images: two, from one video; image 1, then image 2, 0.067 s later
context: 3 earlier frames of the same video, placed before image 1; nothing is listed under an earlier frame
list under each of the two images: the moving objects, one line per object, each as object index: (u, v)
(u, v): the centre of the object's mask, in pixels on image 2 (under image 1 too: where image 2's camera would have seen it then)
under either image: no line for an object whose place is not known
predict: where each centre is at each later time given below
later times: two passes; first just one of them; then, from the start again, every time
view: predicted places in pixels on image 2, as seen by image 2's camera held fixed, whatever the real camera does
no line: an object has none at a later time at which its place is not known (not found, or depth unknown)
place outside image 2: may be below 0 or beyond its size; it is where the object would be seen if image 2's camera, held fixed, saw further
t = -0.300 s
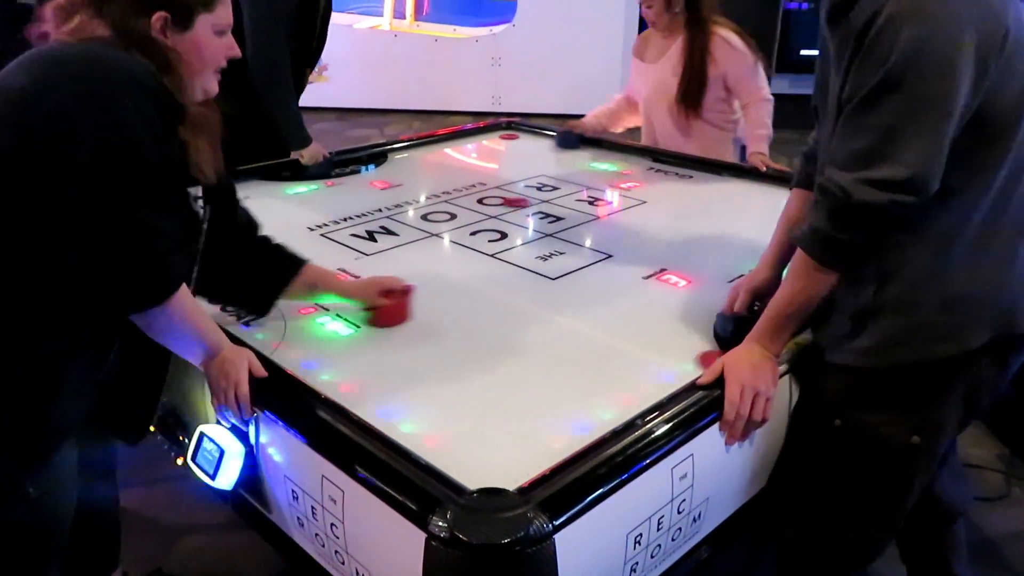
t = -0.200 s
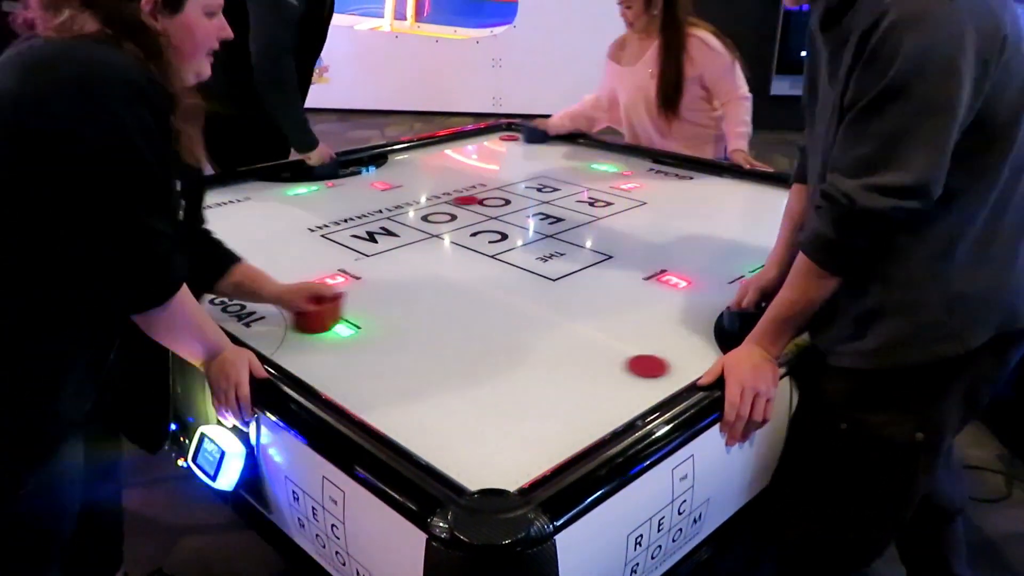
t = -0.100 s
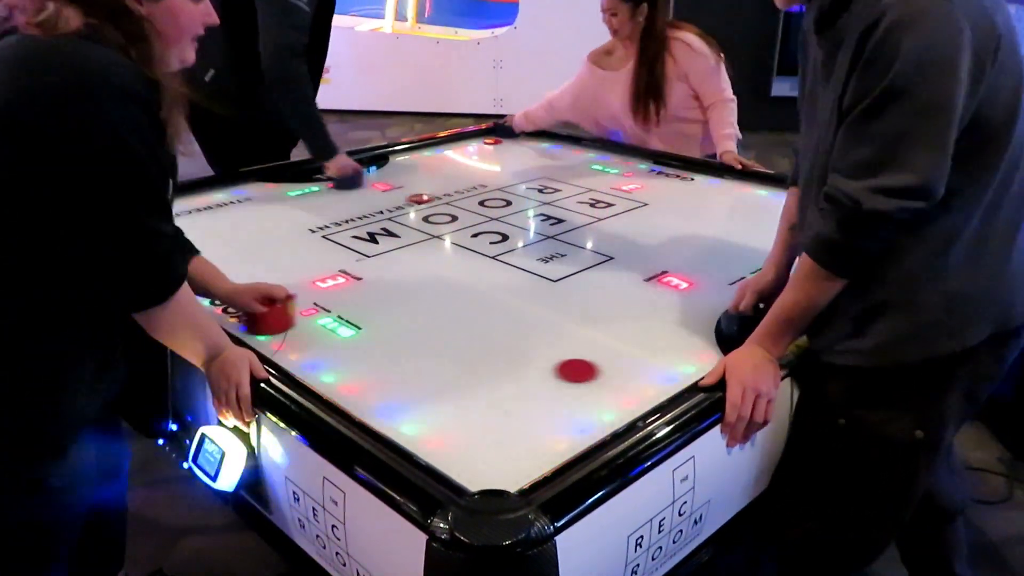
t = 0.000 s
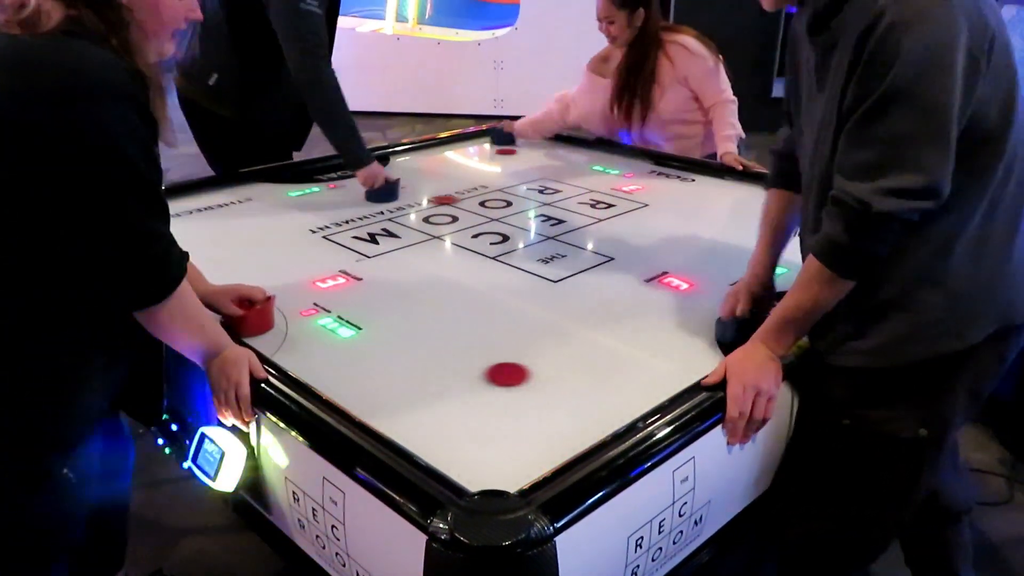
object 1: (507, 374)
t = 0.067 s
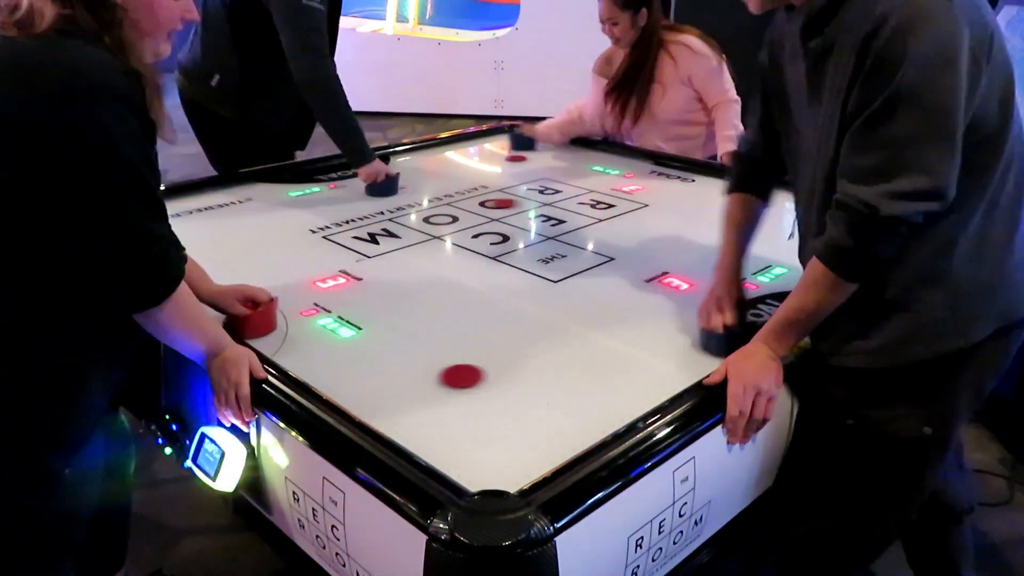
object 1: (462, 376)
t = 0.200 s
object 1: (373, 380)
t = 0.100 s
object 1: (439, 377)
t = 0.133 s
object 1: (416, 378)
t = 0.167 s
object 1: (394, 379)
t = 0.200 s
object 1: (373, 380)
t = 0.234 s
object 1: (351, 380)
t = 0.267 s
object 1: (331, 380)
